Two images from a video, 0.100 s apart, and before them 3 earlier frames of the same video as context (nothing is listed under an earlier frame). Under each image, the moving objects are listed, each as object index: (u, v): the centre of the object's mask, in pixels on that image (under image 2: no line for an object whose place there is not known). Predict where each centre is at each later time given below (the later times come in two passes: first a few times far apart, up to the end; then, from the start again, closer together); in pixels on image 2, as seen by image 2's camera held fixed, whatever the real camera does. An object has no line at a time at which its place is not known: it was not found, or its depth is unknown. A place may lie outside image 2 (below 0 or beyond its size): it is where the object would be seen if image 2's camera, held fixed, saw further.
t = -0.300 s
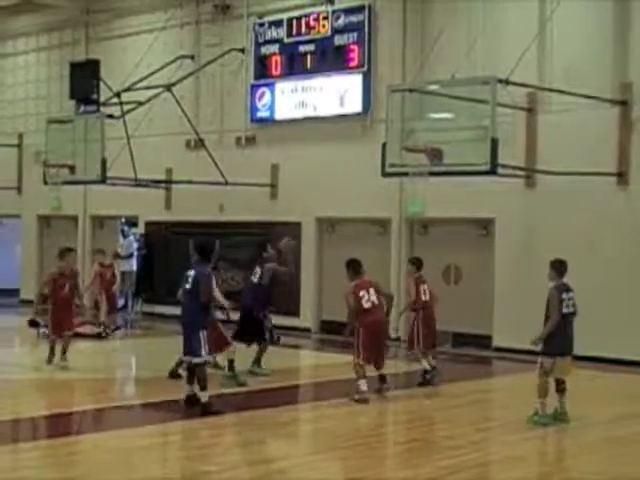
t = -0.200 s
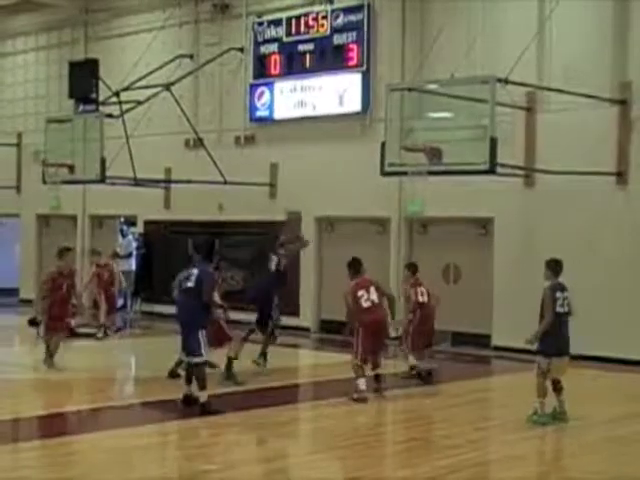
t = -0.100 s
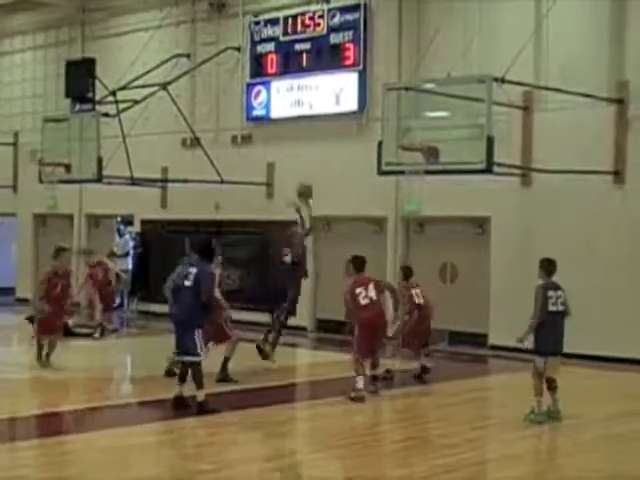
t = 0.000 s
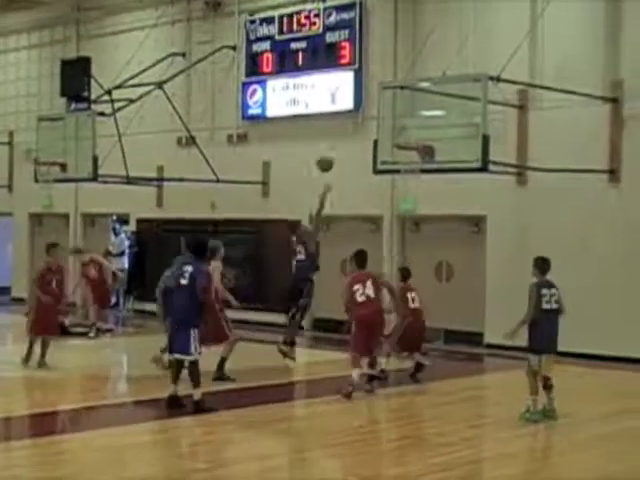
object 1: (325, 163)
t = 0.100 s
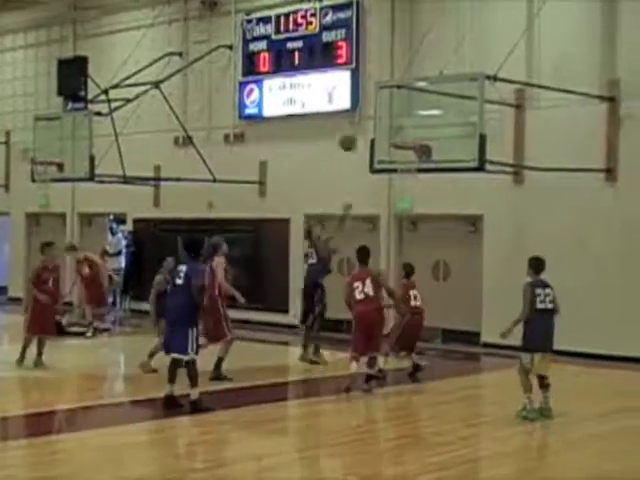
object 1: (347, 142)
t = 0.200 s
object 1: (373, 129)
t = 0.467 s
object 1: (413, 131)
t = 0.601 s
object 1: (399, 140)
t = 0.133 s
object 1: (356, 137)
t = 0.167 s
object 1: (363, 134)
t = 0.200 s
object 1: (373, 129)
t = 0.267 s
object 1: (391, 124)
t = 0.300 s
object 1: (398, 123)
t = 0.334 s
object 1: (407, 123)
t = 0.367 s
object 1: (412, 124)
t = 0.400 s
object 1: (413, 125)
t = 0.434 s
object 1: (413, 128)
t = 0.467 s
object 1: (413, 131)
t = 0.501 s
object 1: (415, 135)
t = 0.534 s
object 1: (412, 139)
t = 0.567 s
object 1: (406, 139)
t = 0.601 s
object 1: (399, 140)
